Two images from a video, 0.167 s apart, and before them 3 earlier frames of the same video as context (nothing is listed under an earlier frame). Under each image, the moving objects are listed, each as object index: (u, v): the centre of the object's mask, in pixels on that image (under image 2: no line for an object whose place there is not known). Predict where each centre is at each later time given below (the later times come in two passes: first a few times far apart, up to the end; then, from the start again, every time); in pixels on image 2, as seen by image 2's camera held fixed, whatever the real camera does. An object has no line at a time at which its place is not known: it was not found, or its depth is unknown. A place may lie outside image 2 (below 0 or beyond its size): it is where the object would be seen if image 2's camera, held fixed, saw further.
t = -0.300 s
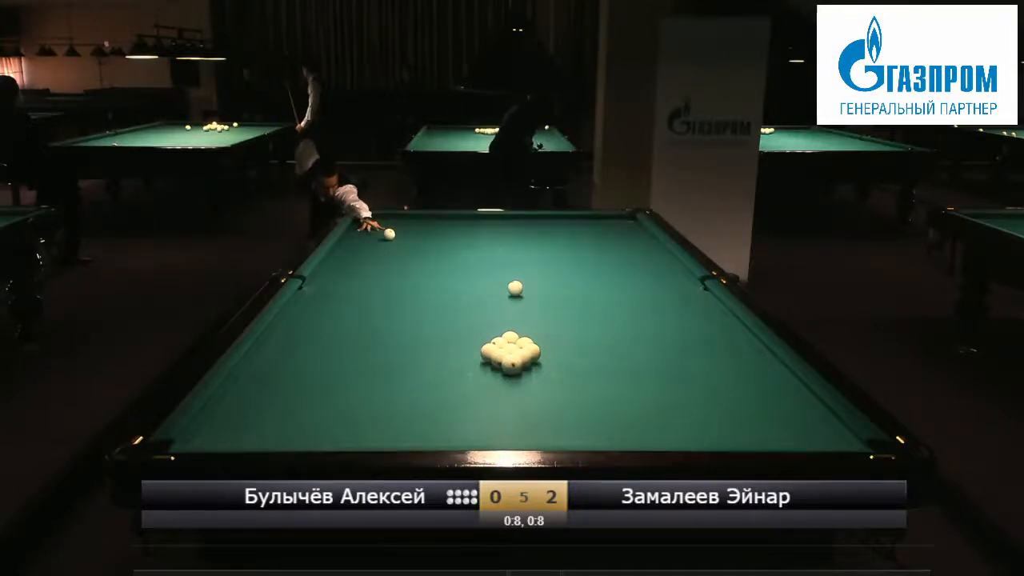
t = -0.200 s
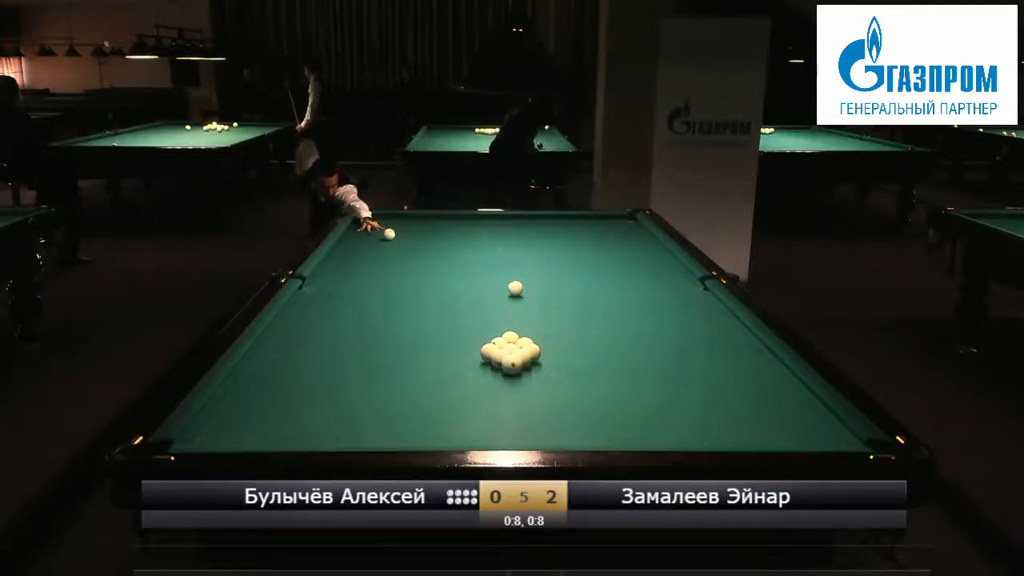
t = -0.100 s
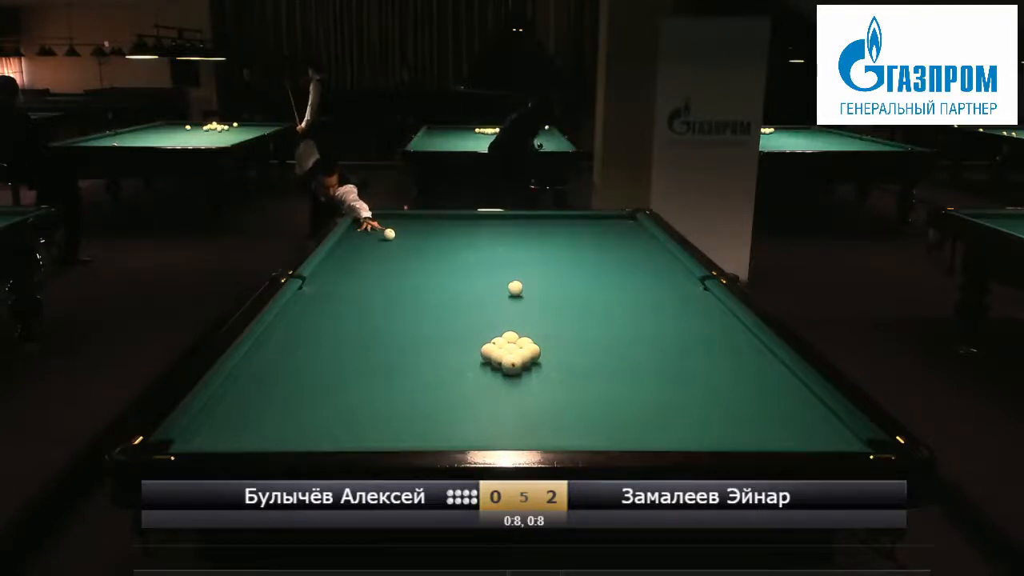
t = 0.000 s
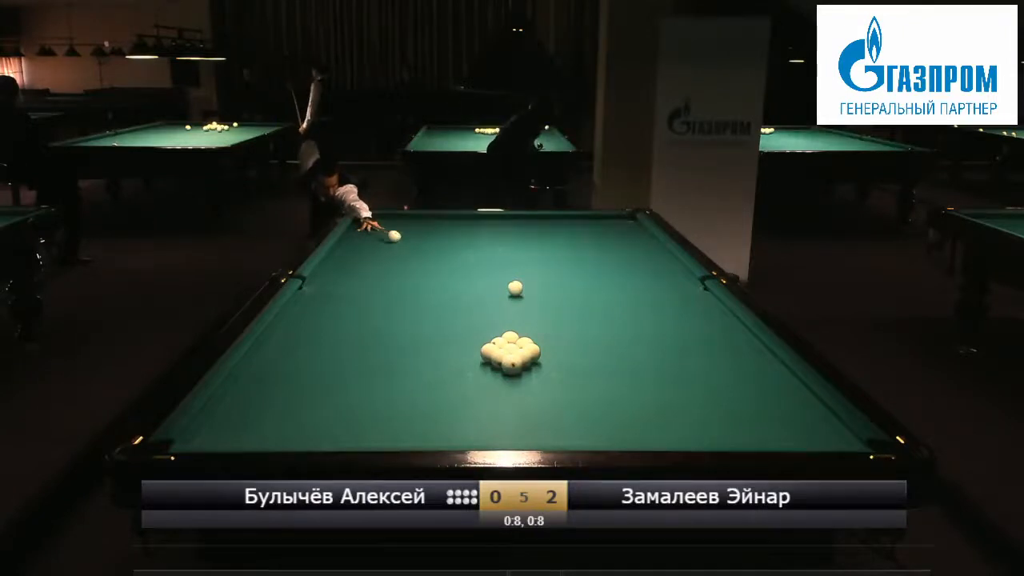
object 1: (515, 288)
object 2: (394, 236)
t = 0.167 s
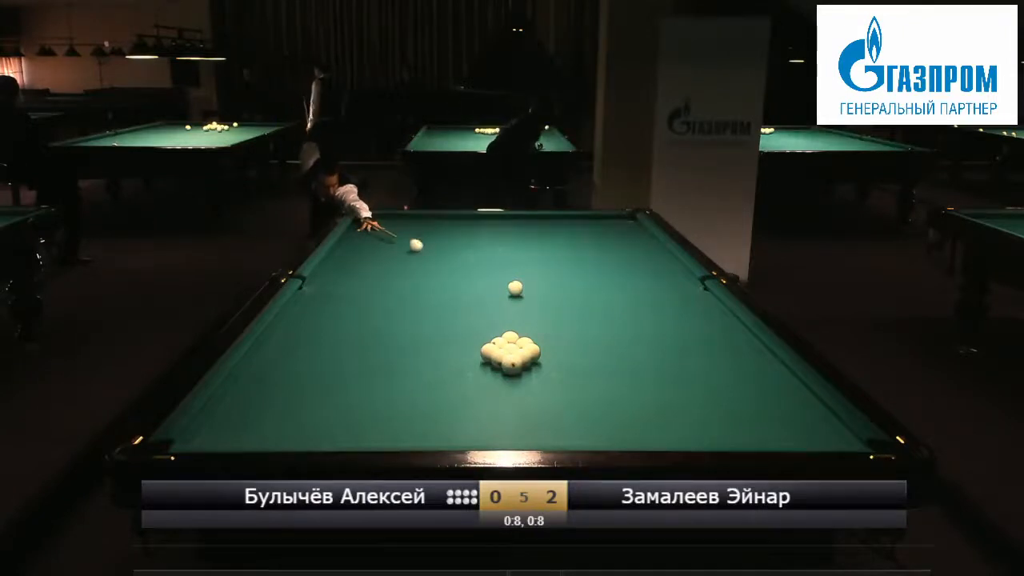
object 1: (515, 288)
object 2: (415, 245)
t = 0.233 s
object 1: (515, 288)
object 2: (424, 249)
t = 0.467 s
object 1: (515, 288)
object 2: (455, 262)
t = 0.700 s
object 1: (515, 288)
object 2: (489, 276)
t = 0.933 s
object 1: (531, 296)
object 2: (513, 285)
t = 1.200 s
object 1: (560, 311)
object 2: (529, 289)
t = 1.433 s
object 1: (588, 325)
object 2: (542, 292)
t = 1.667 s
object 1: (618, 341)
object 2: (556, 295)
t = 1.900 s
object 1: (651, 357)
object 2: (568, 298)
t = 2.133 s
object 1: (688, 376)
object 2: (581, 302)
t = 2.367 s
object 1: (729, 396)
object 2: (593, 305)
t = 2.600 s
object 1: (774, 419)
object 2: (604, 307)
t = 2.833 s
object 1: (821, 439)
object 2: (615, 310)
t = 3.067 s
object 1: (827, 430)
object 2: (625, 312)
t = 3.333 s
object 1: (823, 416)
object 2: (636, 314)
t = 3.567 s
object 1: (804, 405)
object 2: (644, 316)
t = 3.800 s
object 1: (790, 399)
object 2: (652, 318)
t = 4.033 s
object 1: (776, 392)
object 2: (659, 320)
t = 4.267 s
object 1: (763, 385)
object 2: (665, 321)
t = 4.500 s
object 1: (752, 379)
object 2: (670, 323)
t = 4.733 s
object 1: (742, 374)
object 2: (674, 324)
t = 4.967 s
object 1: (734, 370)
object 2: (677, 324)
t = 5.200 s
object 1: (726, 366)
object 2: (679, 325)
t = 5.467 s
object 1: (718, 362)
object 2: (681, 325)
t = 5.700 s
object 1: (713, 359)
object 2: (681, 325)
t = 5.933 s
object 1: (708, 357)
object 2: (681, 325)
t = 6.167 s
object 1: (705, 354)
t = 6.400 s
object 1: (702, 353)
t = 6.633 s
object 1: (699, 352)
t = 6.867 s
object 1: (697, 351)
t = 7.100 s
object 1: (696, 350)
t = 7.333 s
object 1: (695, 350)
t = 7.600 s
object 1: (695, 350)
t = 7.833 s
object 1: (695, 350)
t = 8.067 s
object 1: (695, 350)
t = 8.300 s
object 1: (695, 350)
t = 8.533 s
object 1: (695, 350)
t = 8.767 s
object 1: (695, 350)
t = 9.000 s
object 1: (695, 350)
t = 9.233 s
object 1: (695, 350)
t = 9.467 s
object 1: (695, 350)
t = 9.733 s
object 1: (695, 350)
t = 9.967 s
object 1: (695, 350)
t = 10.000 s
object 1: (695, 350)
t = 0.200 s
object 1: (515, 288)
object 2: (419, 247)
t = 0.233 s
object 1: (515, 288)
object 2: (424, 249)
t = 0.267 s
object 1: (515, 288)
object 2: (428, 250)
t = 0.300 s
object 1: (515, 288)
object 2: (432, 252)
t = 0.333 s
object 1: (515, 288)
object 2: (437, 254)
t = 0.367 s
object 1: (515, 288)
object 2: (441, 256)
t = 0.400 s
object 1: (515, 288)
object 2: (445, 258)
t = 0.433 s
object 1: (515, 288)
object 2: (450, 260)
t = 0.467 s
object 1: (515, 288)
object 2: (455, 262)
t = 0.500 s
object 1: (515, 288)
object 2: (459, 263)
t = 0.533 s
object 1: (515, 288)
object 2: (464, 265)
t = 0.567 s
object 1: (515, 288)
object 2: (469, 267)
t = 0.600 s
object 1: (515, 288)
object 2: (474, 270)
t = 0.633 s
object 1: (515, 288)
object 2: (479, 272)
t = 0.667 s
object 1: (515, 288)
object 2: (484, 274)
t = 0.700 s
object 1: (515, 288)
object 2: (489, 276)
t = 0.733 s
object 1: (515, 288)
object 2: (495, 279)
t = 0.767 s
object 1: (515, 288)
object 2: (500, 281)
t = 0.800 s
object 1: (516, 288)
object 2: (504, 283)
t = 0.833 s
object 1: (519, 289)
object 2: (508, 284)
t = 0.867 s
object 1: (523, 291)
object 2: (510, 284)
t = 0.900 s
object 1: (527, 294)
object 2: (512, 285)
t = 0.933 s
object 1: (531, 296)
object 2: (513, 285)
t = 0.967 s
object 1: (535, 298)
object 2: (515, 286)
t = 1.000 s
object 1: (539, 300)
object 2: (517, 286)
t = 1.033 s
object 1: (542, 301)
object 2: (519, 286)
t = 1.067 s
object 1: (545, 303)
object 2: (521, 287)
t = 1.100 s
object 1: (549, 305)
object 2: (523, 288)
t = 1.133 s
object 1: (553, 307)
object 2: (525, 288)
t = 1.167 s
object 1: (556, 309)
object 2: (527, 288)
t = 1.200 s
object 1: (560, 311)
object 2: (529, 289)
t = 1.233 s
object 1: (564, 313)
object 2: (531, 290)
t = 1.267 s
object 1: (568, 315)
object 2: (533, 290)
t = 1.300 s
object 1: (572, 317)
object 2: (535, 290)
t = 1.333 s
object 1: (576, 319)
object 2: (537, 291)
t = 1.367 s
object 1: (580, 321)
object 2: (539, 291)
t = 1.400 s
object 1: (584, 323)
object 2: (540, 292)
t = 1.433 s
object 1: (588, 325)
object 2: (542, 292)
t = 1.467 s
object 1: (592, 327)
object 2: (544, 293)
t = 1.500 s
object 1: (596, 329)
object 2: (546, 293)
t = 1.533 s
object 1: (601, 332)
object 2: (548, 294)
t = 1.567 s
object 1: (605, 333)
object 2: (550, 294)
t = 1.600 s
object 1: (609, 336)
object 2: (552, 294)
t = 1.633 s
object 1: (614, 339)
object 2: (554, 295)
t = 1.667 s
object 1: (618, 341)
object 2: (556, 295)
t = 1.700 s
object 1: (623, 343)
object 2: (558, 296)
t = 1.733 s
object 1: (627, 345)
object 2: (559, 296)
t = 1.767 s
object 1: (632, 347)
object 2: (561, 297)
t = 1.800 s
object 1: (637, 350)
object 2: (563, 297)
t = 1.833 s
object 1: (642, 352)
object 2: (565, 298)
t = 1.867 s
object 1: (647, 354)
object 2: (567, 298)
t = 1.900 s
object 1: (651, 357)
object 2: (568, 298)
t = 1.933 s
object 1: (656, 359)
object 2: (570, 299)
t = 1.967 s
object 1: (661, 362)
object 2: (572, 299)
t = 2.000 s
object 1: (666, 365)
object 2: (574, 300)
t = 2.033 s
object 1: (672, 368)
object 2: (576, 300)
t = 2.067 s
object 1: (677, 371)
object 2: (577, 301)
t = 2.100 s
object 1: (682, 372)
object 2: (579, 301)
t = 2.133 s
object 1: (688, 376)
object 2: (581, 302)
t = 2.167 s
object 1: (693, 378)
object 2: (582, 302)
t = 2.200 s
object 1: (699, 381)
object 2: (584, 302)
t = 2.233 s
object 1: (705, 384)
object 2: (586, 303)
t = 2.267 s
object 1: (711, 387)
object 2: (587, 303)
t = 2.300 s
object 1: (716, 391)
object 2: (589, 304)
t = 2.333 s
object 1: (722, 393)
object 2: (591, 304)
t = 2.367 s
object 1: (729, 396)
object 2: (593, 305)
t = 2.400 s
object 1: (735, 400)
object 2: (594, 305)
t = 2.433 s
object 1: (741, 403)
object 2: (596, 305)
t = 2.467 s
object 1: (748, 406)
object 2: (598, 306)
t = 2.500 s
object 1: (754, 409)
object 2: (600, 306)
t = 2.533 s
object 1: (760, 413)
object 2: (601, 307)
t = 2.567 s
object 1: (767, 416)
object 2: (603, 307)
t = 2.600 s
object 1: (774, 419)
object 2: (604, 307)
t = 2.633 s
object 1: (781, 422)
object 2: (606, 308)
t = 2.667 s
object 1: (788, 426)
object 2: (607, 308)
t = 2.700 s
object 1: (794, 429)
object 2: (609, 308)
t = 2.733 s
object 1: (801, 432)
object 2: (611, 309)
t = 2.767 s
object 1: (807, 435)
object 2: (612, 309)
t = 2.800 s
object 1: (815, 438)
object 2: (613, 309)
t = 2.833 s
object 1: (821, 439)
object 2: (615, 310)
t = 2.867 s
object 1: (821, 437)
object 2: (616, 310)
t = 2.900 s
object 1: (821, 436)
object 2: (618, 310)
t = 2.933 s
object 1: (822, 434)
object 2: (619, 311)
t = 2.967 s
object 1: (823, 433)
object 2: (621, 311)
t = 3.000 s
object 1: (824, 431)
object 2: (622, 312)
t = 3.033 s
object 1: (826, 431)
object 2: (623, 312)
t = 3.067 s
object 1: (827, 430)
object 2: (625, 312)
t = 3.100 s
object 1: (828, 428)
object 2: (626, 313)
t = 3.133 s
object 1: (828, 426)
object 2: (628, 313)
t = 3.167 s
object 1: (829, 425)
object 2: (629, 313)
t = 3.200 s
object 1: (829, 423)
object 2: (630, 313)
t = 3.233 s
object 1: (830, 421)
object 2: (632, 313)
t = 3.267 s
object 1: (828, 419)
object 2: (633, 314)
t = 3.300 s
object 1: (825, 418)
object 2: (634, 314)
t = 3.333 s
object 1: (823, 416)
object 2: (636, 314)
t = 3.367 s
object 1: (820, 415)
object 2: (637, 315)
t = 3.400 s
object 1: (818, 413)
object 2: (638, 315)
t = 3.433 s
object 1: (816, 412)
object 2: (639, 315)
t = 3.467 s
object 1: (810, 410)
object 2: (641, 316)
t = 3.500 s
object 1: (808, 409)
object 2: (642, 316)
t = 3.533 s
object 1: (805, 407)
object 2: (643, 316)
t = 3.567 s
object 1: (804, 405)
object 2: (644, 316)
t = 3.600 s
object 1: (803, 405)
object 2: (645, 317)
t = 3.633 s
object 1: (801, 405)
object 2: (647, 317)
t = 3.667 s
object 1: (798, 403)
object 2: (648, 317)
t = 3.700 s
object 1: (796, 402)
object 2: (649, 318)
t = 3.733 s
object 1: (794, 401)
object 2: (650, 318)
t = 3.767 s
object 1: (792, 400)
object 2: (651, 318)
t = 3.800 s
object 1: (790, 399)
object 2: (652, 318)
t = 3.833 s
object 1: (787, 398)
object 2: (653, 318)
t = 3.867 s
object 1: (787, 397)
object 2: (654, 319)
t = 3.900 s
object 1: (783, 396)
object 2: (655, 319)
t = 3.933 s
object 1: (781, 395)
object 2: (656, 319)
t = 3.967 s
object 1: (779, 394)
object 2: (657, 320)
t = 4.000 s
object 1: (777, 393)
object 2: (658, 320)
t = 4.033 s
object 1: (776, 392)
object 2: (659, 320)
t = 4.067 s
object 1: (774, 390)
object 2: (660, 320)
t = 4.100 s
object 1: (772, 389)
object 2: (661, 320)
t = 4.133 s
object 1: (770, 388)
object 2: (662, 321)
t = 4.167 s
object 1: (768, 388)
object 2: (662, 321)
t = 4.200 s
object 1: (767, 387)
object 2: (663, 321)
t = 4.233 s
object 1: (765, 386)
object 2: (664, 321)
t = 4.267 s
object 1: (763, 385)
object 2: (665, 321)
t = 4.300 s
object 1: (761, 384)
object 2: (666, 322)
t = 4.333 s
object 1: (760, 383)
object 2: (667, 322)
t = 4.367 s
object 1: (758, 382)
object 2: (667, 322)
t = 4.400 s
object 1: (756, 382)
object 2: (668, 322)
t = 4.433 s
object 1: (755, 381)
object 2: (668, 322)
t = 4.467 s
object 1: (753, 380)
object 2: (669, 323)
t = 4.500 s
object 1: (752, 379)
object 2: (670, 323)
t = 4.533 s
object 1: (750, 379)
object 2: (670, 323)
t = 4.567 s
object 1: (749, 378)
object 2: (671, 323)
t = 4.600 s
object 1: (747, 377)
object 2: (672, 323)
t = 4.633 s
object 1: (746, 376)
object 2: (672, 323)
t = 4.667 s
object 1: (745, 375)
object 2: (673, 323)
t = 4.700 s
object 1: (743, 375)
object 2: (673, 324)
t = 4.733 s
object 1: (742, 374)
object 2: (674, 324)
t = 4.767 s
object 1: (741, 374)
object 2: (674, 324)
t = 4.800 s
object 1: (740, 373)
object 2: (675, 324)
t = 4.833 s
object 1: (739, 372)
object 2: (675, 324)
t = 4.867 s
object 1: (737, 372)
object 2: (676, 324)
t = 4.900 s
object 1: (736, 371)
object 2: (676, 324)
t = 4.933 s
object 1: (735, 370)
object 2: (677, 324)
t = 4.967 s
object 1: (734, 370)
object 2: (677, 324)
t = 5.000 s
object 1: (732, 369)
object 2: (677, 324)
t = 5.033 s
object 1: (731, 369)
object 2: (678, 324)
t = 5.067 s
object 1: (730, 368)
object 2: (678, 325)
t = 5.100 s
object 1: (730, 368)
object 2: (678, 325)
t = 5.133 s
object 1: (728, 367)
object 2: (679, 325)
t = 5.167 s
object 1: (727, 367)
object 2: (679, 325)
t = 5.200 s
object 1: (726, 366)
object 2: (679, 325)
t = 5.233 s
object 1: (725, 366)
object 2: (680, 325)
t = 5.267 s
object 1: (724, 365)
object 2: (680, 325)
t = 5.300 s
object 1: (723, 364)
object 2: (680, 325)
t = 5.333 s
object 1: (722, 364)
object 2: (680, 325)
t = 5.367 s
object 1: (721, 363)
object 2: (680, 325)
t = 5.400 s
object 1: (720, 363)
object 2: (680, 325)
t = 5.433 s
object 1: (719, 362)
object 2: (681, 325)
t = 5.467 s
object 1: (718, 362)
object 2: (681, 325)
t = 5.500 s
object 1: (717, 361)
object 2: (681, 325)
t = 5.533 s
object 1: (717, 361)
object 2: (681, 325)
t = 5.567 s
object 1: (716, 361)
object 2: (681, 325)
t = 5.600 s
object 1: (715, 360)
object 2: (681, 325)
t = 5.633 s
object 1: (714, 360)
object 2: (681, 325)
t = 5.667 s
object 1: (713, 360)
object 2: (681, 325)
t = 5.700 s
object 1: (713, 359)
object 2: (681, 325)
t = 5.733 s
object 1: (712, 359)
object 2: (681, 325)
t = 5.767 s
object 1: (712, 358)
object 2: (681, 325)
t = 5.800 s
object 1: (711, 358)
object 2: (681, 325)
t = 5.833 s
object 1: (710, 358)
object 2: (681, 325)
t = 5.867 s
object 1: (709, 357)
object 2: (681, 325)
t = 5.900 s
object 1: (709, 357)
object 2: (681, 325)
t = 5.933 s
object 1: (708, 357)
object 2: (681, 325)
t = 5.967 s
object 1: (708, 356)
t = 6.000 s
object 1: (707, 356)
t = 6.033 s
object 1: (707, 356)
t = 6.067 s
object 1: (706, 355)
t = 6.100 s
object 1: (706, 355)
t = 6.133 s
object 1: (705, 355)
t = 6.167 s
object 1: (705, 354)
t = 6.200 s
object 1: (704, 354)
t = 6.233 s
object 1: (704, 354)
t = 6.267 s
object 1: (703, 354)
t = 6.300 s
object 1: (703, 354)
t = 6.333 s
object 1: (702, 353)
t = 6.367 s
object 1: (702, 353)
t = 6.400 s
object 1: (702, 353)
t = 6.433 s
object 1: (701, 353)
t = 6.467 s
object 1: (701, 353)
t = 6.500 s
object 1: (700, 353)
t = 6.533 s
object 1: (700, 352)
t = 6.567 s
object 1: (700, 352)
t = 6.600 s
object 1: (700, 352)
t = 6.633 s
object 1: (699, 352)
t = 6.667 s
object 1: (699, 352)
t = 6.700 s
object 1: (699, 352)
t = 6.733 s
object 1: (698, 351)
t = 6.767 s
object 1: (698, 351)
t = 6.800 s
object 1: (698, 351)
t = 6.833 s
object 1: (697, 351)
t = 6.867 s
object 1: (697, 351)
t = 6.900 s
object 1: (697, 351)
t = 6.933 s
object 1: (697, 351)
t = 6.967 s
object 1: (697, 351)
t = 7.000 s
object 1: (697, 351)
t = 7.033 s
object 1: (696, 351)
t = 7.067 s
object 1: (696, 350)
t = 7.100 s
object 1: (696, 350)
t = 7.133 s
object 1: (696, 350)
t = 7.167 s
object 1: (696, 350)
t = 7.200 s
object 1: (696, 350)
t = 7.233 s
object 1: (696, 350)
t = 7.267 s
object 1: (696, 350)
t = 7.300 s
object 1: (695, 350)
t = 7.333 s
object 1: (695, 350)
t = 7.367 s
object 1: (695, 350)
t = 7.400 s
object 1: (695, 350)
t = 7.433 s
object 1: (695, 350)
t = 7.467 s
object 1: (695, 350)
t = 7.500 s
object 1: (695, 350)
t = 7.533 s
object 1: (695, 350)
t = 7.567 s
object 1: (695, 350)
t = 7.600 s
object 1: (695, 350)
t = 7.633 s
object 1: (695, 350)
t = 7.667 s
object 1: (695, 350)
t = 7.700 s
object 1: (695, 350)
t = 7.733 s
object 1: (695, 350)
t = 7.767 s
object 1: (695, 350)
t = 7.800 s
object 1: (695, 350)
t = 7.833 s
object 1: (695, 350)
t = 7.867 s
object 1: (695, 350)
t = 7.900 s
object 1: (695, 350)
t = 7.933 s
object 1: (695, 350)
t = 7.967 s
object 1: (695, 350)
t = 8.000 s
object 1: (695, 350)
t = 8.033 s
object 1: (695, 350)
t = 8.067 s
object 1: (695, 350)
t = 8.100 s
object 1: (695, 350)
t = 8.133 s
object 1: (695, 350)
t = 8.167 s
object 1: (695, 350)
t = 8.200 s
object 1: (695, 350)
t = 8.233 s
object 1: (695, 350)
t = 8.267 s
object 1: (695, 350)
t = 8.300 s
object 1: (695, 350)
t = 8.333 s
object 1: (695, 350)
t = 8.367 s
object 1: (695, 350)
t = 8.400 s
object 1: (695, 350)
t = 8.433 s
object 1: (695, 350)
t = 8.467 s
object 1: (695, 350)
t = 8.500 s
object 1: (695, 350)
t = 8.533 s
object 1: (695, 350)
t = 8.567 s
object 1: (695, 350)
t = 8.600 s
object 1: (695, 350)
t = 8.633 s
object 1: (695, 350)
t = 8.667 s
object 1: (695, 350)
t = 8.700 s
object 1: (695, 350)
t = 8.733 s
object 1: (695, 350)
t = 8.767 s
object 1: (695, 350)
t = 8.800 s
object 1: (695, 350)
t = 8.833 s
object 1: (695, 350)
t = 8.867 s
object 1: (695, 350)
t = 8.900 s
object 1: (695, 350)
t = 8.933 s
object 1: (695, 350)
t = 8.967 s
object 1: (695, 350)
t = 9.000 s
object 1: (695, 350)
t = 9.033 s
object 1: (695, 350)
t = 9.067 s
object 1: (695, 350)
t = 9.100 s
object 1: (695, 350)
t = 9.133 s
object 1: (695, 350)
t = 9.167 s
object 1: (695, 350)
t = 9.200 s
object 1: (695, 350)
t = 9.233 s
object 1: (695, 350)
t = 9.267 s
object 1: (695, 350)
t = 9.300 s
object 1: (695, 350)
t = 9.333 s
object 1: (695, 350)
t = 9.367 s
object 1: (695, 350)
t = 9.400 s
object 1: (695, 350)
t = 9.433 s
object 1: (695, 350)
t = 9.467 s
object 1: (695, 350)
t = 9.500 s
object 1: (695, 350)
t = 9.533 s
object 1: (695, 350)
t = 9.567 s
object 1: (695, 350)
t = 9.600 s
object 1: (695, 350)
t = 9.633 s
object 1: (695, 350)
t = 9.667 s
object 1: (695, 350)
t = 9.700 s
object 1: (695, 350)
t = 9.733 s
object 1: (695, 350)
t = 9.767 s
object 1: (695, 350)
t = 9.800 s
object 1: (695, 350)
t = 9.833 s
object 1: (695, 350)
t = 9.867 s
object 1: (695, 350)
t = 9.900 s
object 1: (695, 350)
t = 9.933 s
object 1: (695, 350)
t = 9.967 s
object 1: (695, 350)
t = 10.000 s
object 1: (695, 350)
